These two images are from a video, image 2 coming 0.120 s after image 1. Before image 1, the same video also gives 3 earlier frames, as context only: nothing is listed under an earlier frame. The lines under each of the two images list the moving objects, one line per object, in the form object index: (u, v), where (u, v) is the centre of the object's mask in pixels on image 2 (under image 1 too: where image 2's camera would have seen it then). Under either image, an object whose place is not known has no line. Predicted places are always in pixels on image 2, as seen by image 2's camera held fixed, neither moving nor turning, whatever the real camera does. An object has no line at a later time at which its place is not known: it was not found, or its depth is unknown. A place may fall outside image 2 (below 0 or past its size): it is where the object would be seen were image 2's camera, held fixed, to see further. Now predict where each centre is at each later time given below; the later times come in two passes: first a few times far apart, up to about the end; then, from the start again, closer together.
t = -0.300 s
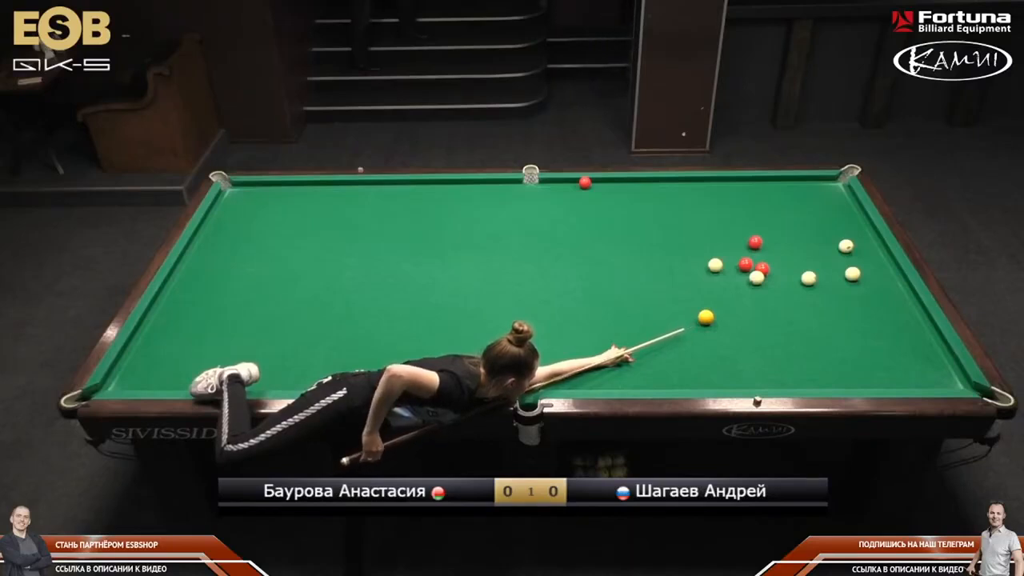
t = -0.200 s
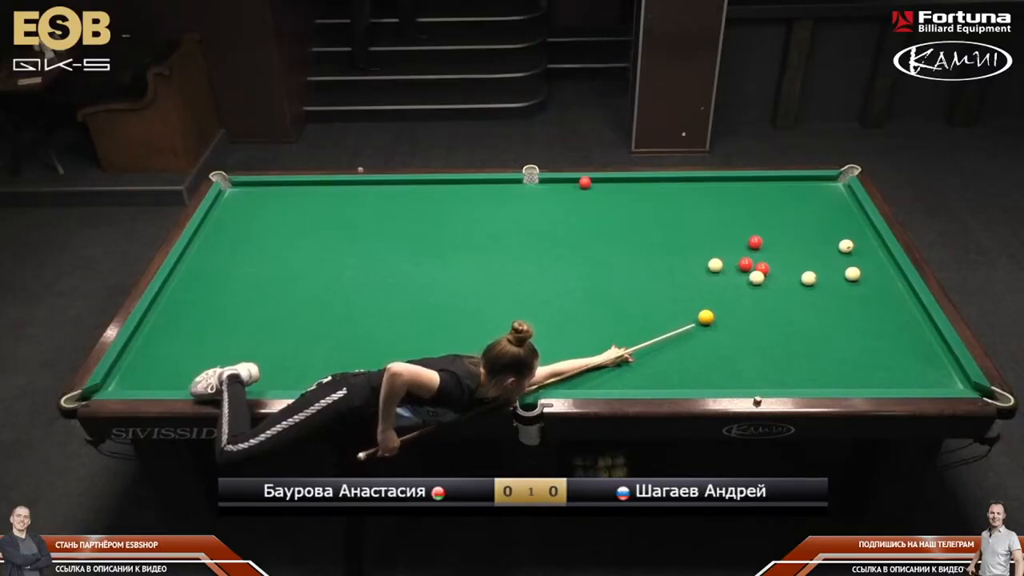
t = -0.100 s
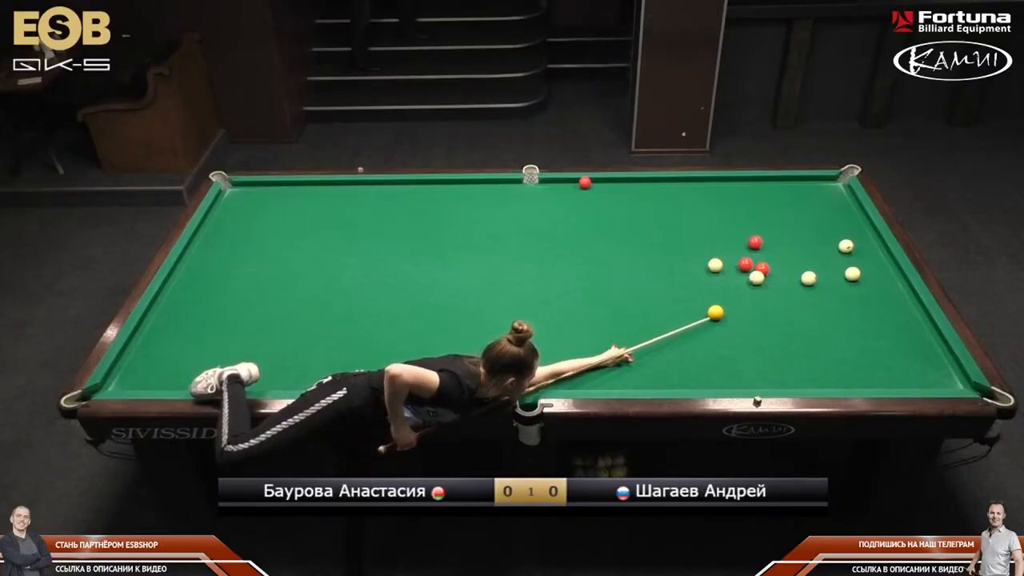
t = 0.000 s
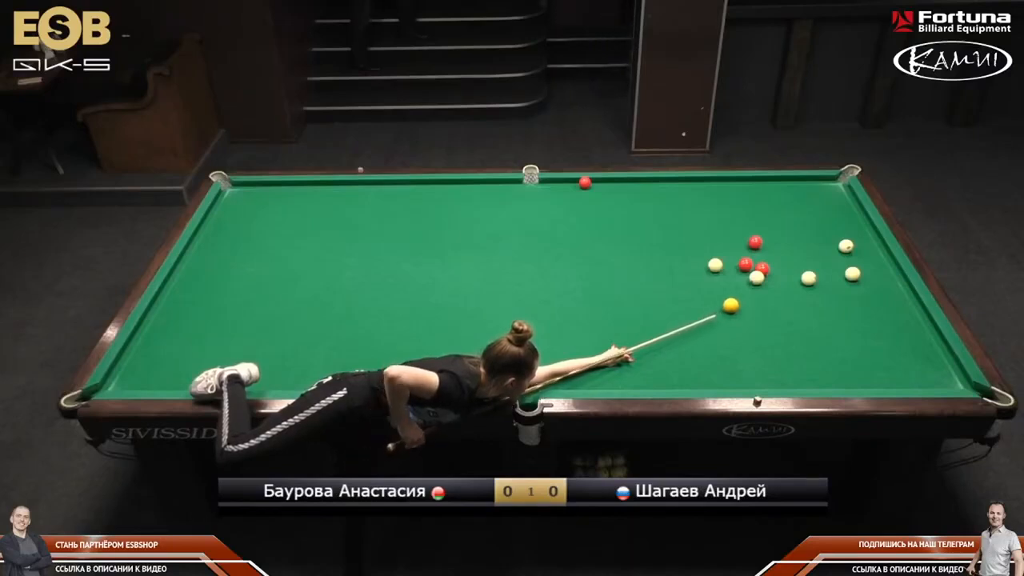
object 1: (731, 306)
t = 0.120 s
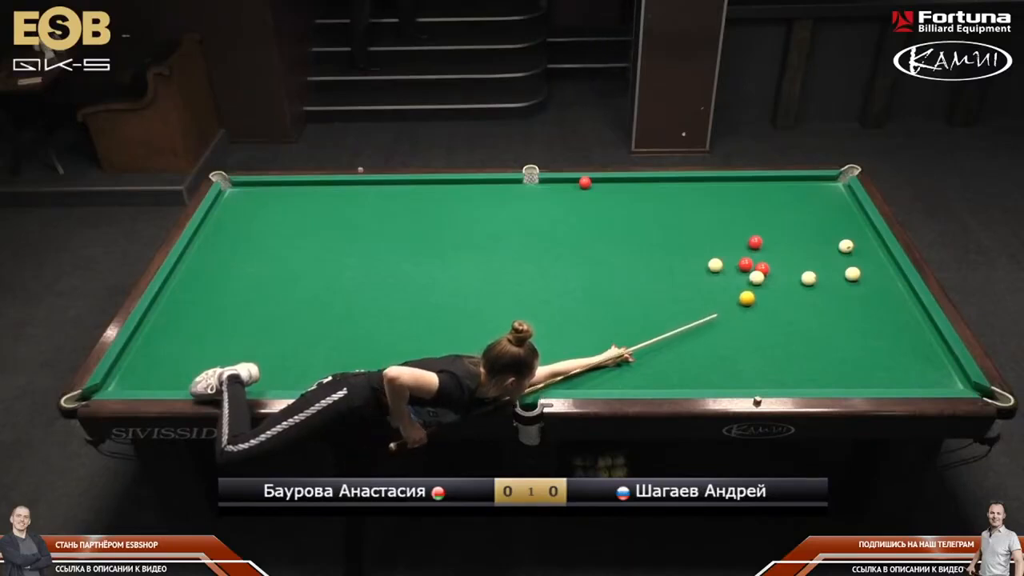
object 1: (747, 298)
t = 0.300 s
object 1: (770, 288)
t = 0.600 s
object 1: (796, 271)
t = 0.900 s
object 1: (803, 254)
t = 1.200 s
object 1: (811, 239)
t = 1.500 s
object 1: (818, 225)
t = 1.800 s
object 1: (823, 213)
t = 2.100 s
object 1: (829, 201)
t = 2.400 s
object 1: (834, 191)
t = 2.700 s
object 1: (838, 182)
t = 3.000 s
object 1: (844, 177)
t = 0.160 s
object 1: (752, 296)
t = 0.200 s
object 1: (757, 294)
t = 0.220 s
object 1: (759, 292)
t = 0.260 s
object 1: (765, 290)
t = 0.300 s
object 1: (770, 288)
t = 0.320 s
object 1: (772, 287)
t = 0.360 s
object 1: (777, 284)
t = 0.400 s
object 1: (782, 282)
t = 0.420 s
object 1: (784, 281)
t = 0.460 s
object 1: (789, 279)
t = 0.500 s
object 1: (793, 277)
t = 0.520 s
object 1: (794, 276)
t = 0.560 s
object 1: (795, 273)
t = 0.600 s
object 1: (796, 271)
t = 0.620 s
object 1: (796, 270)
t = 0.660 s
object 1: (797, 267)
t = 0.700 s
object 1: (798, 265)
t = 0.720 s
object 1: (799, 264)
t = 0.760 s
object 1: (800, 262)
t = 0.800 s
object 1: (801, 259)
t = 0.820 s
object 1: (802, 258)
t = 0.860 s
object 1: (802, 256)
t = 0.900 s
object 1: (803, 254)
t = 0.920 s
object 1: (804, 253)
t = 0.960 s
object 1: (805, 251)
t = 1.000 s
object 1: (806, 249)
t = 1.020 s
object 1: (807, 248)
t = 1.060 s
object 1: (808, 246)
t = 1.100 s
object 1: (808, 244)
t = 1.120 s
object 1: (809, 243)
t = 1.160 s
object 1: (810, 241)
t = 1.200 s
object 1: (811, 239)
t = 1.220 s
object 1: (811, 238)
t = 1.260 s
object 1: (812, 236)
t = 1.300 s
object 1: (813, 234)
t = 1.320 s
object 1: (814, 233)
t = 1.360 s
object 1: (814, 231)
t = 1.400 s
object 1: (816, 230)
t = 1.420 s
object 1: (816, 229)
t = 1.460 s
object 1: (817, 227)
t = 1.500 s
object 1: (818, 225)
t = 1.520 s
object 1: (818, 224)
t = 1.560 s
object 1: (819, 223)
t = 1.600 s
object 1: (820, 221)
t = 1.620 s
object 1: (820, 220)
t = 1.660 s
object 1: (821, 219)
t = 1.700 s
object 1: (822, 217)
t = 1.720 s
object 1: (822, 216)
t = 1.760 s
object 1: (823, 214)
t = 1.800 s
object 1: (823, 213)
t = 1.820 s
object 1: (824, 212)
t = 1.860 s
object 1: (825, 211)
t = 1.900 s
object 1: (826, 209)
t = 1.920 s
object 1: (826, 208)
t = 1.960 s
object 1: (827, 207)
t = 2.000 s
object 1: (827, 205)
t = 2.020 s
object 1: (827, 205)
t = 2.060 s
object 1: (828, 203)
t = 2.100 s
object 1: (829, 201)
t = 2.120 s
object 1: (830, 201)
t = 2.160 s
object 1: (830, 199)
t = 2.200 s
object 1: (831, 198)
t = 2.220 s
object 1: (831, 197)
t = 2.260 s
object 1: (832, 196)
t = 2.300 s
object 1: (832, 195)
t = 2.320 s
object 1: (833, 194)
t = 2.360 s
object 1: (834, 192)
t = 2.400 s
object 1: (834, 191)
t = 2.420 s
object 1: (834, 191)
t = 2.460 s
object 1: (835, 189)
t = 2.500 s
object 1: (836, 188)
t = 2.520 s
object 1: (836, 187)
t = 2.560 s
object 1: (837, 186)
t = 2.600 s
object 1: (838, 185)
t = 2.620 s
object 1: (837, 184)
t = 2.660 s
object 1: (838, 183)
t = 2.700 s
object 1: (838, 182)
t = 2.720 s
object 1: (839, 181)
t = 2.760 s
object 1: (839, 180)
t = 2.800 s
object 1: (840, 179)
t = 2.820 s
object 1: (840, 178)
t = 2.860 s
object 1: (842, 178)
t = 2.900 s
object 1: (843, 178)
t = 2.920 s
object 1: (843, 177)
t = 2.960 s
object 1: (844, 177)
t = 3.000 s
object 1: (844, 177)
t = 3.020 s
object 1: (844, 177)
